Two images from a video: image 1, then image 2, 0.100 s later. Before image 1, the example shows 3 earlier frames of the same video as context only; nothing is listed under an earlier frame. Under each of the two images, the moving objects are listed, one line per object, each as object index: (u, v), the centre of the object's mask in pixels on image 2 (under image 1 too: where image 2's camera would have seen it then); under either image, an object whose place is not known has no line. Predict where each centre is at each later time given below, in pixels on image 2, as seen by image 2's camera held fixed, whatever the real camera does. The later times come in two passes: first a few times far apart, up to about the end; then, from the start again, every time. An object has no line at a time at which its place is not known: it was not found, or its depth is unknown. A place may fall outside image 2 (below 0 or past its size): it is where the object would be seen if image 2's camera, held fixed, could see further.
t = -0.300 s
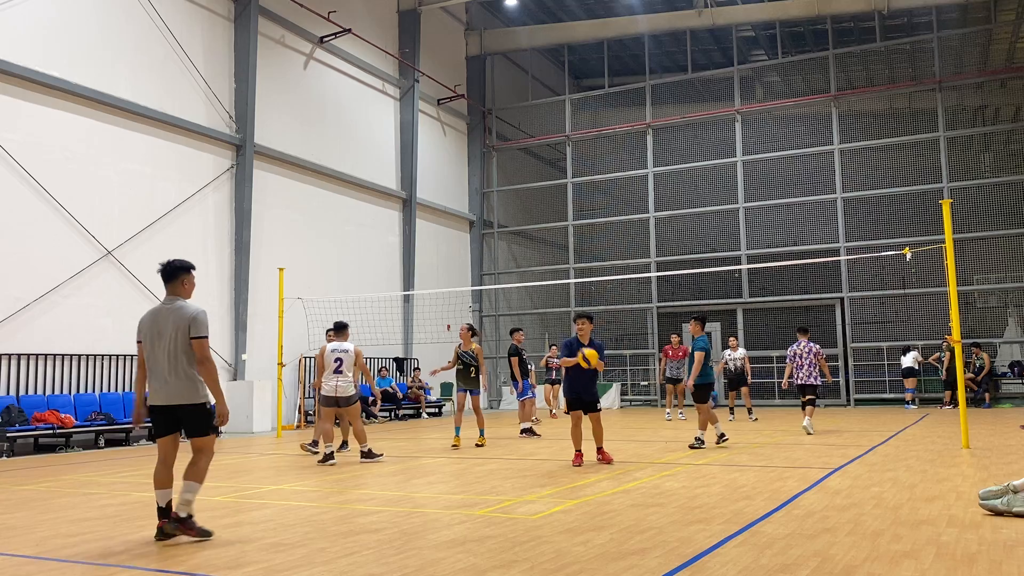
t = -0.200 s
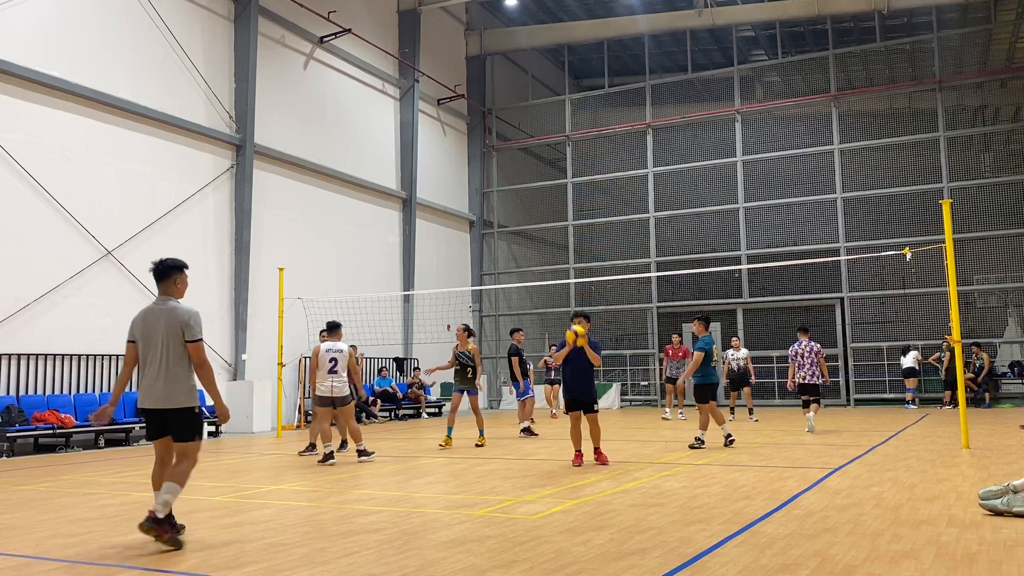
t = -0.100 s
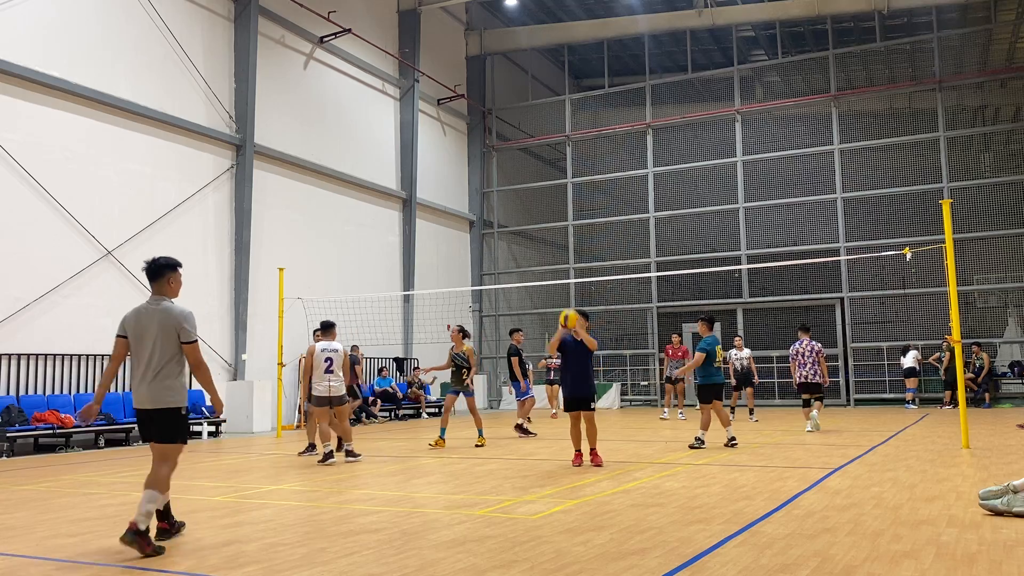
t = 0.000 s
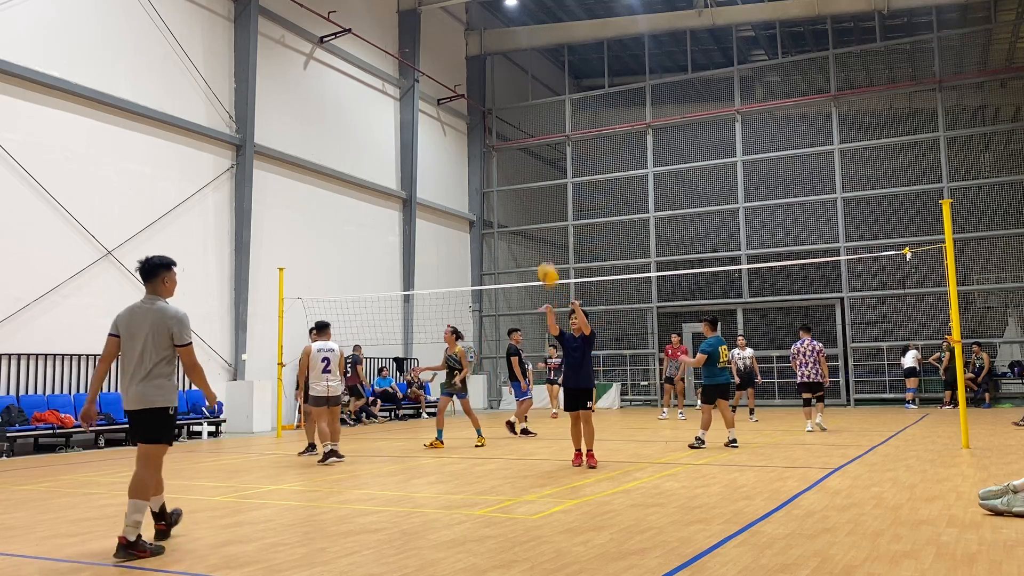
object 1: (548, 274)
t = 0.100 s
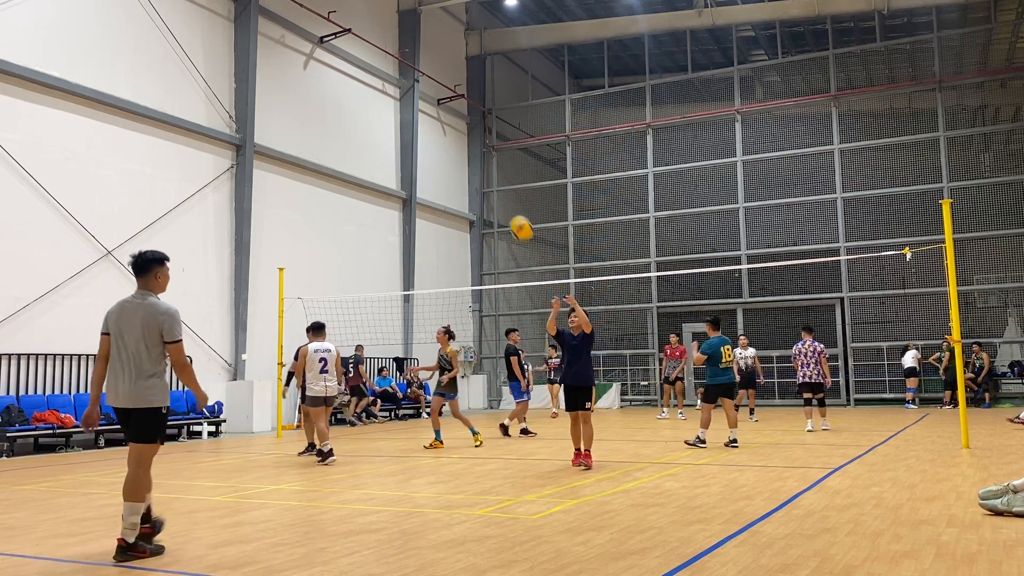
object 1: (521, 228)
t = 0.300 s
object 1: (461, 154)
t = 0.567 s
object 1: (355, 102)
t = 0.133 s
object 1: (512, 214)
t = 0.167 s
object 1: (502, 201)
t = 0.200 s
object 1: (492, 188)
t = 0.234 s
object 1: (481, 176)
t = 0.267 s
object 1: (471, 164)
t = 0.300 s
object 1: (461, 154)
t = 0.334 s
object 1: (449, 143)
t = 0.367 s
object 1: (437, 134)
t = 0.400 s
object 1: (425, 126)
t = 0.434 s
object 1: (412, 119)
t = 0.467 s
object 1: (400, 113)
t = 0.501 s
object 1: (385, 108)
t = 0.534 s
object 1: (370, 104)
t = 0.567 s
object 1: (355, 102)
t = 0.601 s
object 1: (340, 100)
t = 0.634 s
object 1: (323, 101)
